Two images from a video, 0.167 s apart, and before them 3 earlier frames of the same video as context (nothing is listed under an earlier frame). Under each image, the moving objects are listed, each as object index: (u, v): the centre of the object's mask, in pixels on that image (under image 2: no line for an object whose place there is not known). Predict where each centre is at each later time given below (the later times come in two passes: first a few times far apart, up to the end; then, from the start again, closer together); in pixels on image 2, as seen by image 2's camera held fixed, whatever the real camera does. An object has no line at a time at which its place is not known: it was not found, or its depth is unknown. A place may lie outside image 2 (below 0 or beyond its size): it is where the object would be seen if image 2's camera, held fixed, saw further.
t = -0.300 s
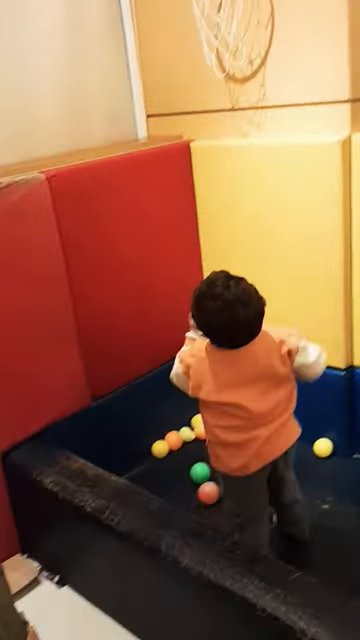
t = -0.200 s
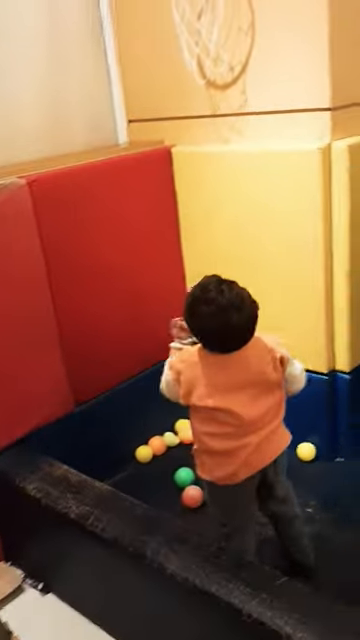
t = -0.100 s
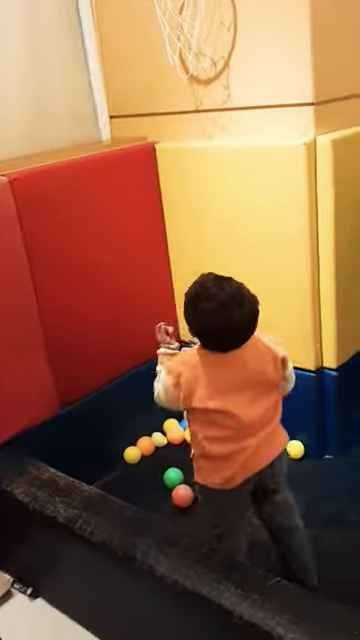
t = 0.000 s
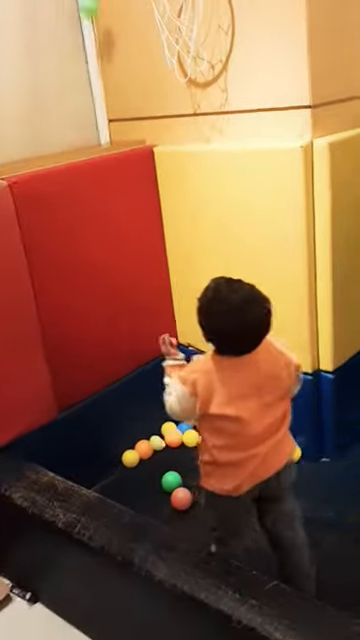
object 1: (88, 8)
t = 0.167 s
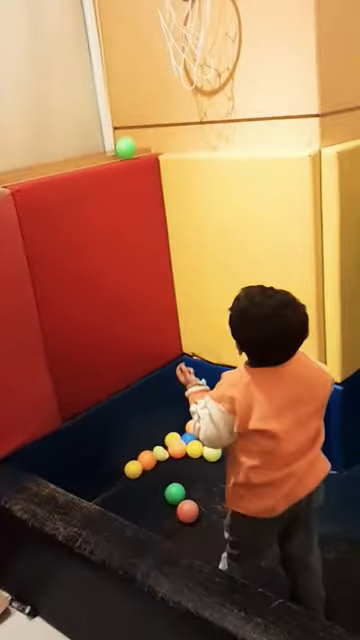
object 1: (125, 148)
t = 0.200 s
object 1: (130, 134)
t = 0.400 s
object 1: (172, 109)
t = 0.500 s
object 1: (200, 144)
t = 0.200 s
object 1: (130, 134)
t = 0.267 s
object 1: (142, 114)
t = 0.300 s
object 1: (149, 108)
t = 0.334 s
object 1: (155, 105)
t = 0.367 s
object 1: (163, 105)
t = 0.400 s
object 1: (172, 109)
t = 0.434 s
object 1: (183, 116)
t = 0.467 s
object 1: (191, 127)
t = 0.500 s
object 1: (200, 144)
